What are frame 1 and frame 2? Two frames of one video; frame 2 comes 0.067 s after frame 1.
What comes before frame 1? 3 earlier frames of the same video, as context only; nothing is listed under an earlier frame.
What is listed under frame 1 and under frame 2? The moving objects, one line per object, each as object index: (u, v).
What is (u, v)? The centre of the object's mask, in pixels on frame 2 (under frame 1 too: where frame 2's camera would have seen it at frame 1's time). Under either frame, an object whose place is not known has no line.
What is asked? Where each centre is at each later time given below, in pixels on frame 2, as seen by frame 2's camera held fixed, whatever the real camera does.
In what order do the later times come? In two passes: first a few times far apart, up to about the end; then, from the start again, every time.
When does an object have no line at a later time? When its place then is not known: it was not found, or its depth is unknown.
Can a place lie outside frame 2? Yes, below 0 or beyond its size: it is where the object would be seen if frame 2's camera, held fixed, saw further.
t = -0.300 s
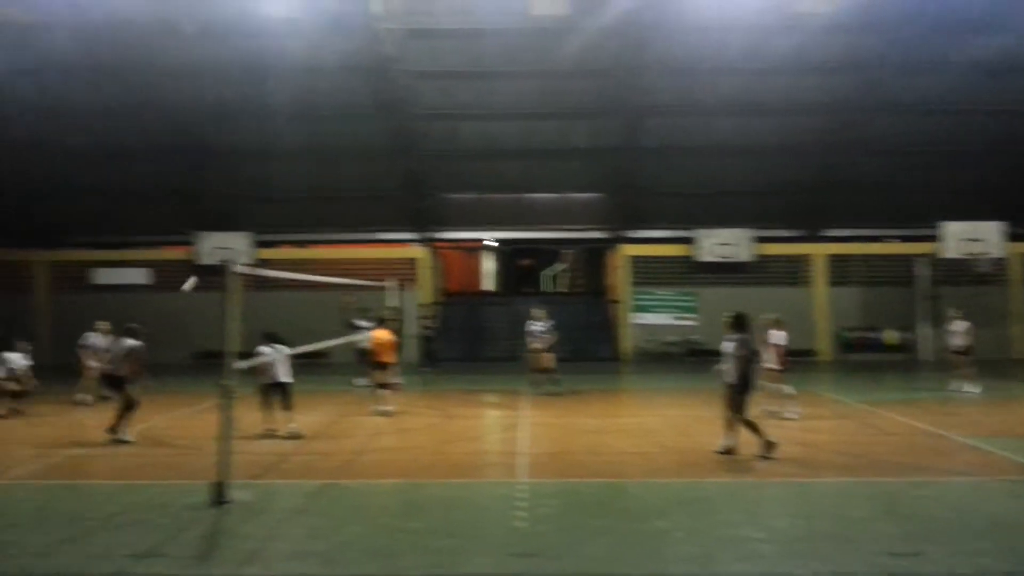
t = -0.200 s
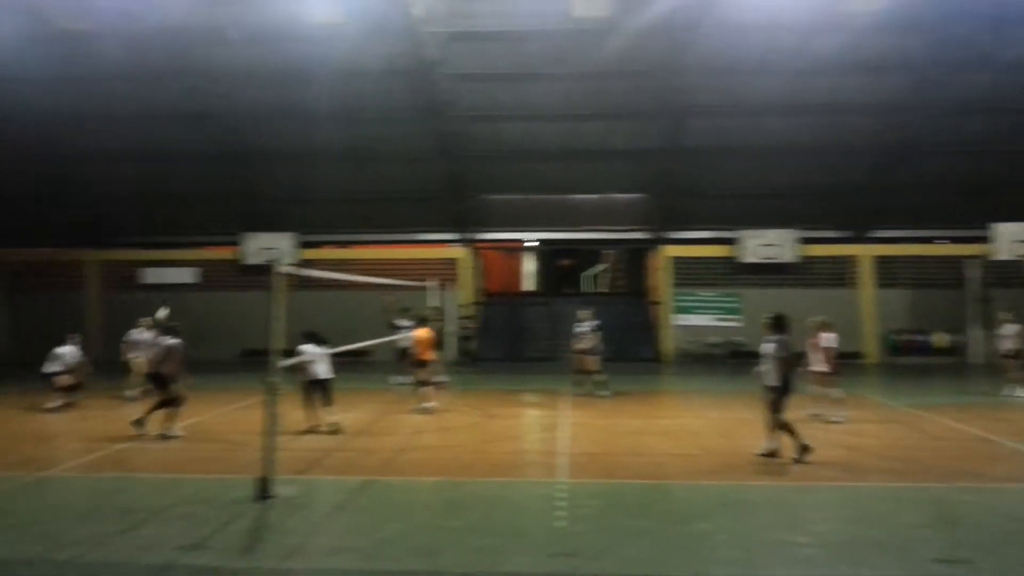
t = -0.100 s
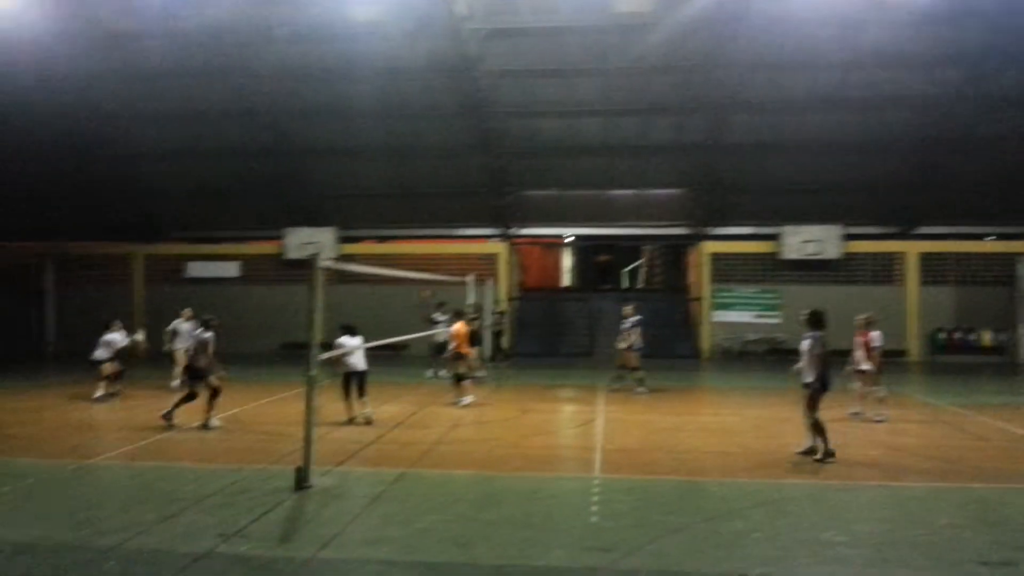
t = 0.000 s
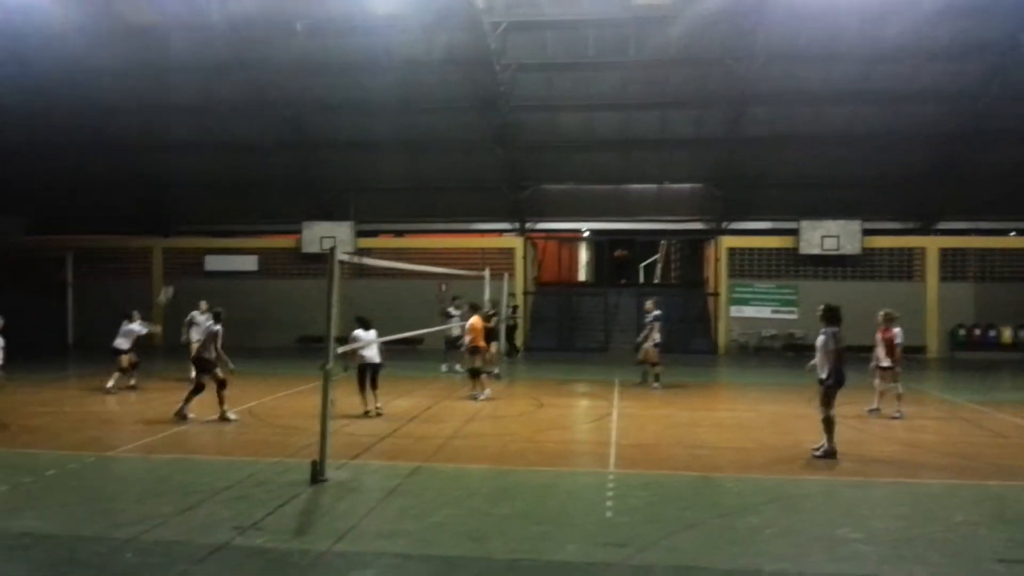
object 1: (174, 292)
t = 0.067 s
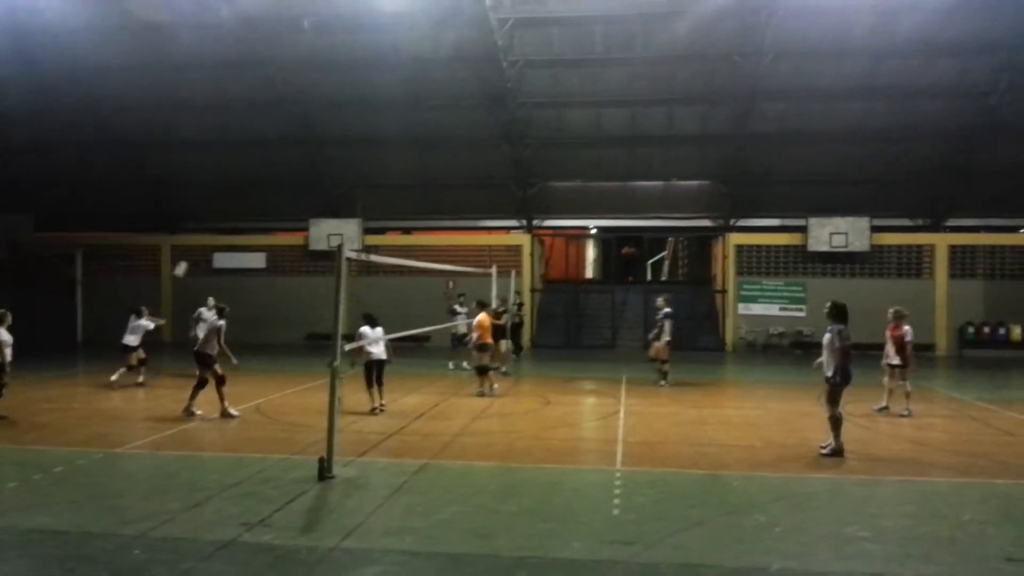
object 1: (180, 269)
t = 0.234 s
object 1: (198, 222)
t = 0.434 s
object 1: (218, 183)
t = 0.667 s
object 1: (242, 162)
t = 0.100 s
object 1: (184, 258)
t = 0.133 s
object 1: (187, 248)
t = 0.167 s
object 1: (190, 239)
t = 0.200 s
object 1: (194, 229)
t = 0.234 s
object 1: (198, 222)
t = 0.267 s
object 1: (201, 214)
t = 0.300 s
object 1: (204, 206)
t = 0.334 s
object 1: (207, 199)
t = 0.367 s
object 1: (211, 193)
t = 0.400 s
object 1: (214, 188)
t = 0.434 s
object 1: (218, 183)
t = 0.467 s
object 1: (221, 178)
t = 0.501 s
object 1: (224, 174)
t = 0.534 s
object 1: (228, 171)
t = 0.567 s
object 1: (232, 168)
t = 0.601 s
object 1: (235, 166)
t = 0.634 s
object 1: (239, 164)
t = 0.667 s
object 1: (242, 162)
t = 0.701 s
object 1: (246, 163)
